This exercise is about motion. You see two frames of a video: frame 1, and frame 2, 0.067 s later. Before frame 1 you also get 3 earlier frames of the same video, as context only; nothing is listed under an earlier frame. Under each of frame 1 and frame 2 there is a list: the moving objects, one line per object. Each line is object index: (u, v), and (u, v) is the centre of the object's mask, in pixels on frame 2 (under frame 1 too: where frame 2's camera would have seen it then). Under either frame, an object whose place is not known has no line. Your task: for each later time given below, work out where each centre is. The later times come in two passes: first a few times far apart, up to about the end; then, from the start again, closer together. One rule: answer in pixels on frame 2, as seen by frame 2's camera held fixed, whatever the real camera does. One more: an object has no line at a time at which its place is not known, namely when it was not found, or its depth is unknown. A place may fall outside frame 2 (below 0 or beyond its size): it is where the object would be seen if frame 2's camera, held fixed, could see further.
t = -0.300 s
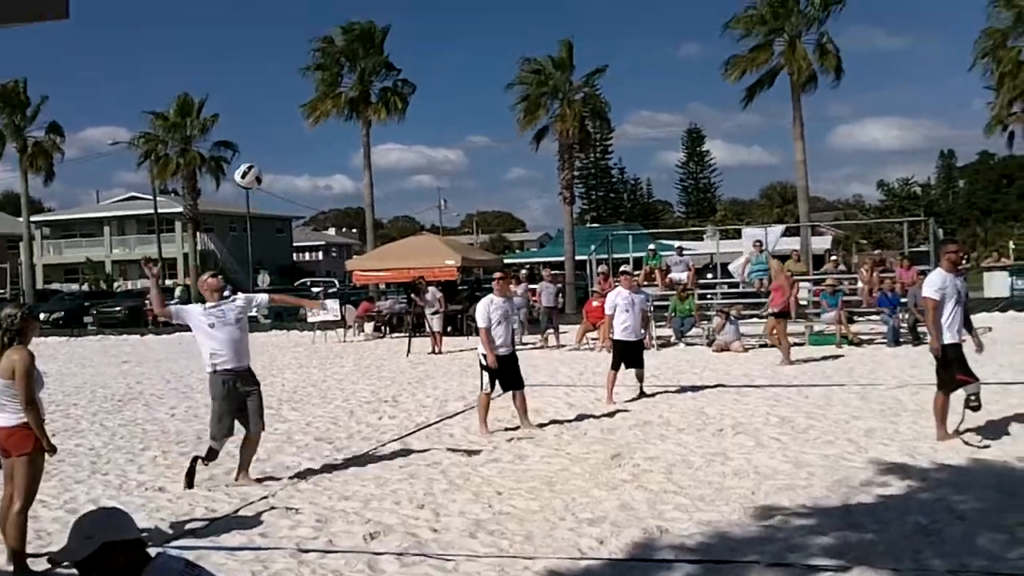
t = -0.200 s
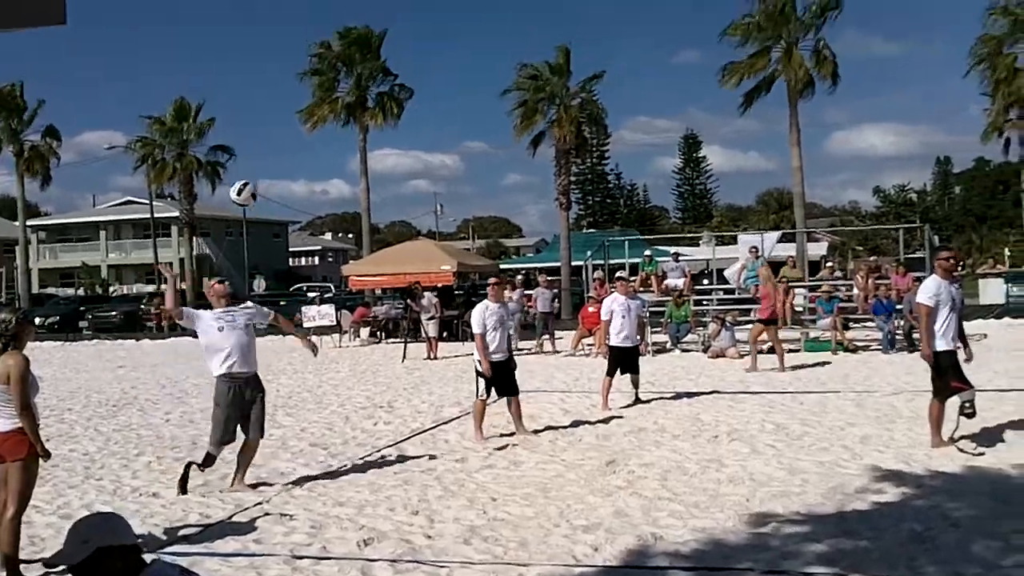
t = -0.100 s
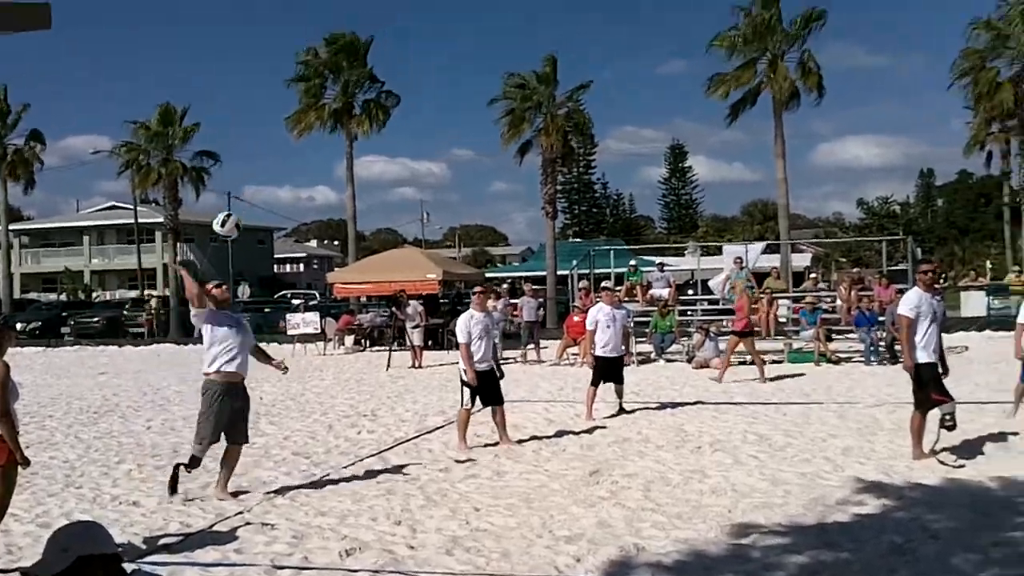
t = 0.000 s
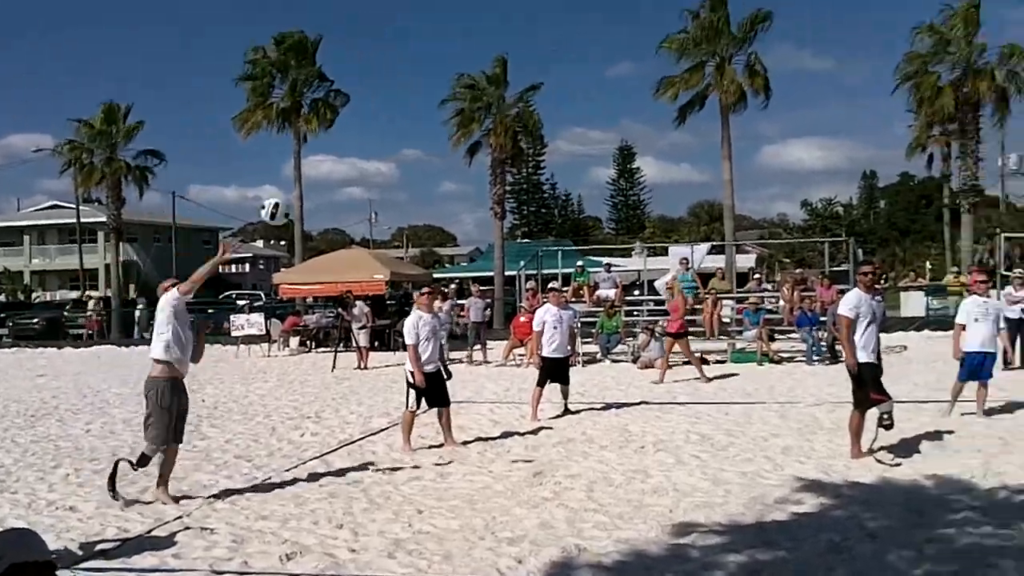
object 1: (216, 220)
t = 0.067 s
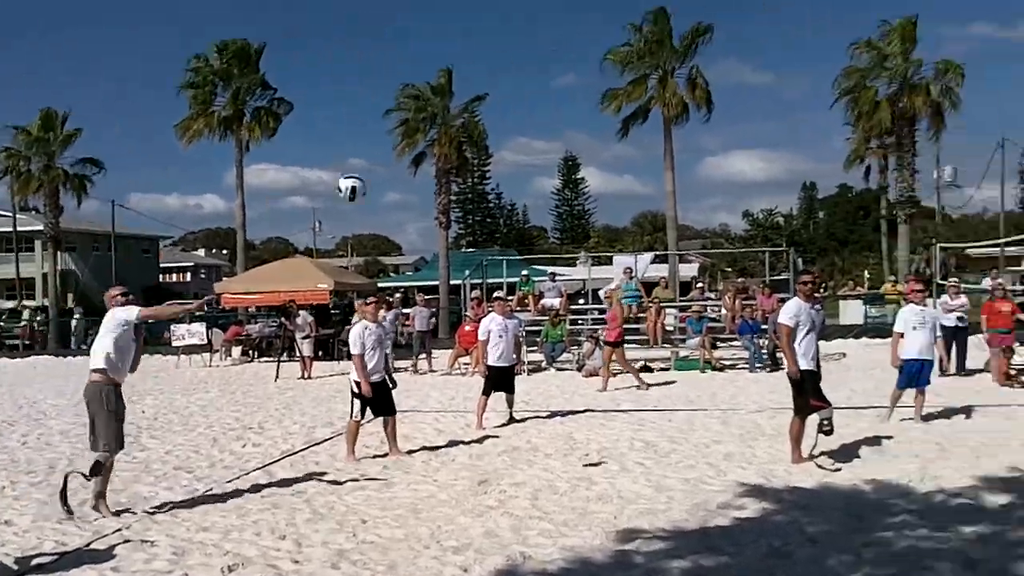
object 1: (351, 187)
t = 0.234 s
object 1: (689, 126)
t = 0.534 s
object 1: (1333, 104)
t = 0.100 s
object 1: (419, 170)
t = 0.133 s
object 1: (486, 160)
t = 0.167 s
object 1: (553, 148)
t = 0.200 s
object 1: (622, 137)
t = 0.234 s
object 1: (689, 126)
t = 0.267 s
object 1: (760, 117)
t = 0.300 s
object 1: (831, 111)
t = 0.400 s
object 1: (1044, 100)
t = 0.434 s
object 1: (1115, 98)
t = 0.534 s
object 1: (1333, 104)
